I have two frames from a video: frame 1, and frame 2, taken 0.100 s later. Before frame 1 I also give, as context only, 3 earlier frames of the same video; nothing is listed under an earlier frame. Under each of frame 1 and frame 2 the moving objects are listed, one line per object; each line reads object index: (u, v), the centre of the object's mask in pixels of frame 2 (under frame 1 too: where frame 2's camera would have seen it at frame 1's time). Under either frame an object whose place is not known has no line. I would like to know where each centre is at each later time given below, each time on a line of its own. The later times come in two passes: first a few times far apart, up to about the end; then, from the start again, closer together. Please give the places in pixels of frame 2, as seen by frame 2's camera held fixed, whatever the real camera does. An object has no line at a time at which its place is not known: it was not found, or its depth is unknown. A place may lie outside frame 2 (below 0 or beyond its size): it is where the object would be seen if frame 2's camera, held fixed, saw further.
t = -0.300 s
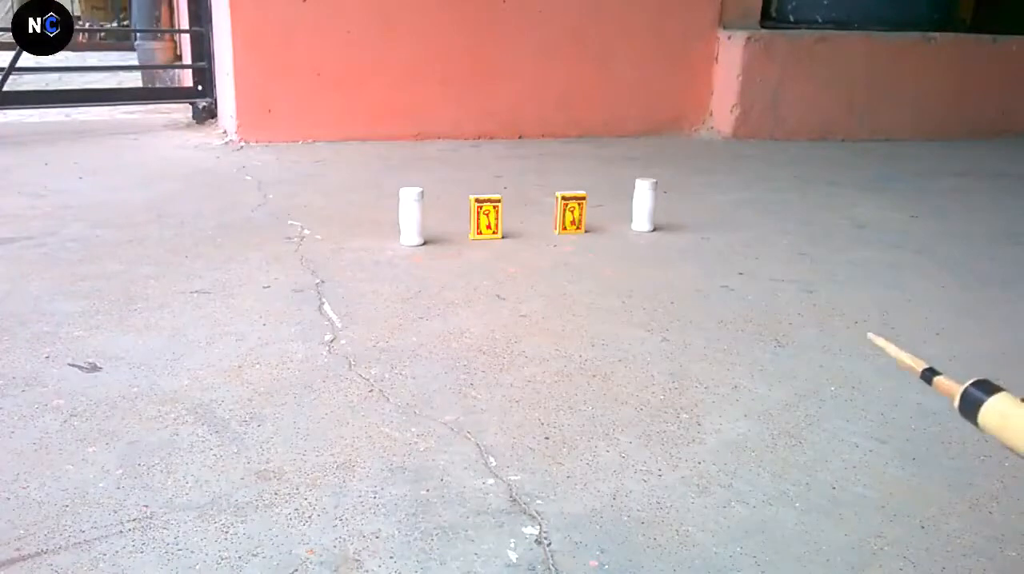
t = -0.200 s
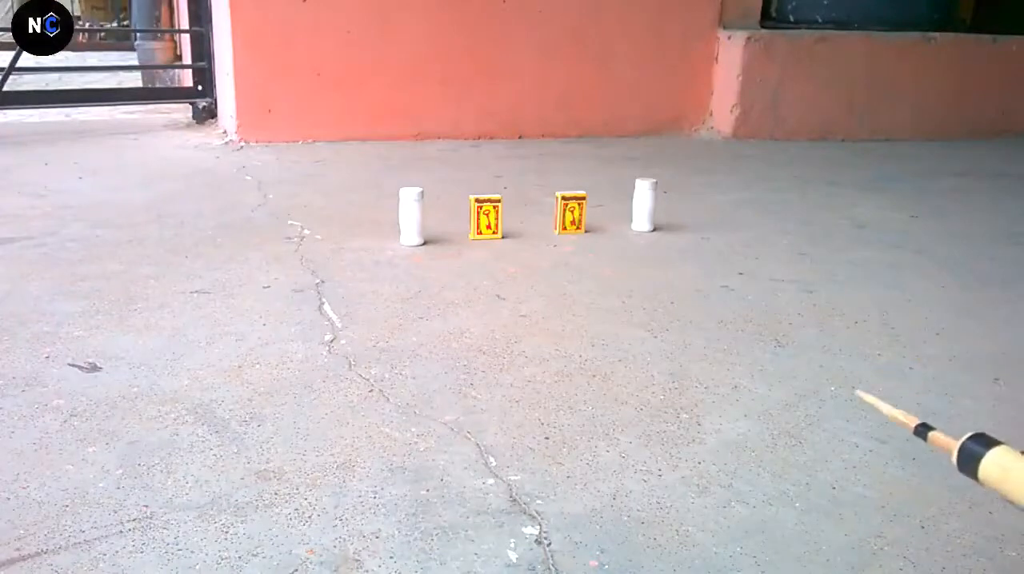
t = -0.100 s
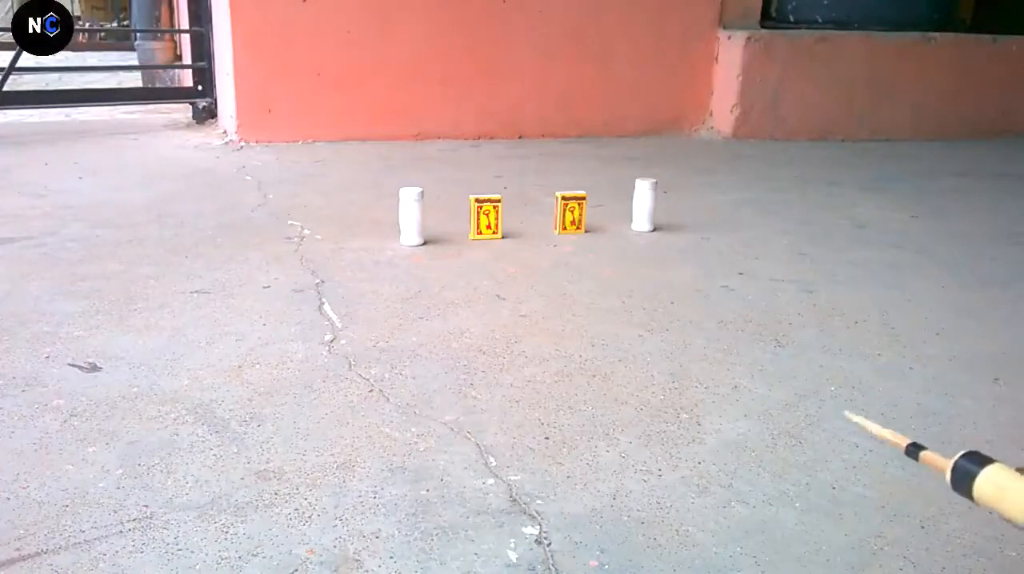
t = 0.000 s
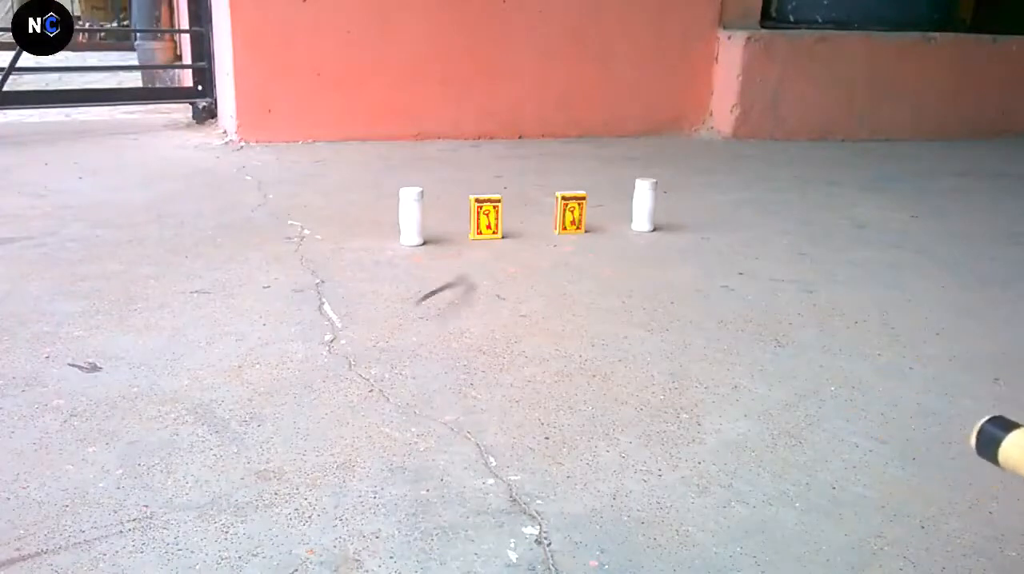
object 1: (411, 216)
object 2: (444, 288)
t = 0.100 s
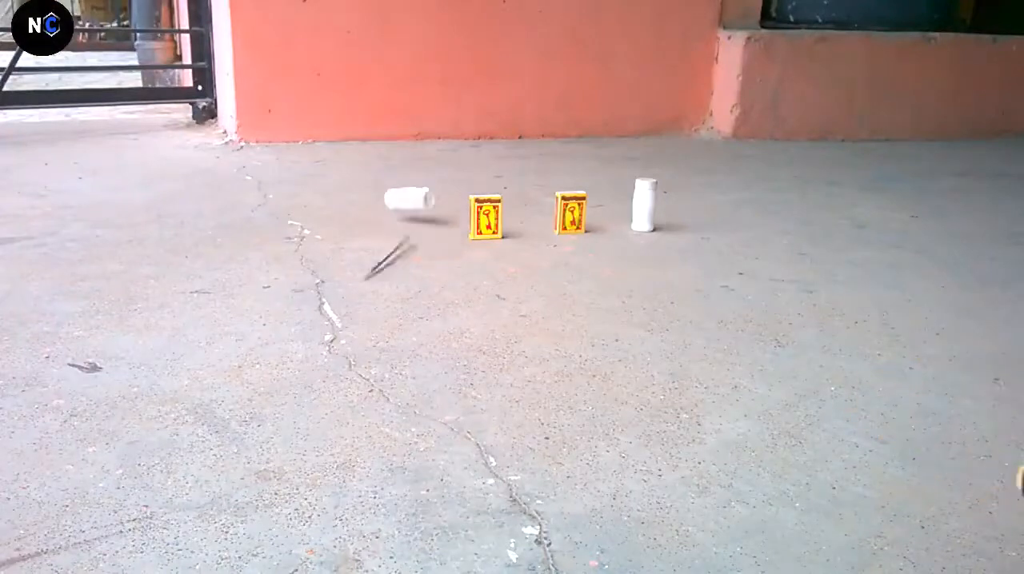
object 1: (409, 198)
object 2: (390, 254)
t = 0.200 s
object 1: (435, 190)
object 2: (359, 262)
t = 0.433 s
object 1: (437, 169)
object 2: (357, 262)
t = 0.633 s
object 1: (425, 153)
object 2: (357, 262)
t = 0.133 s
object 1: (419, 188)
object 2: (379, 244)
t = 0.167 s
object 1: (429, 197)
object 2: (368, 264)
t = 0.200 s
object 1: (435, 190)
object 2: (359, 262)
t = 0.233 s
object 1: (440, 188)
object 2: (357, 262)
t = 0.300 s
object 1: (438, 180)
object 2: (357, 262)
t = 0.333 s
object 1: (441, 178)
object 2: (357, 262)
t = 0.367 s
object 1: (440, 175)
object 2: (357, 262)
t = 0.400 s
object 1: (438, 172)
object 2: (357, 262)
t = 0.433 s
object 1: (437, 169)
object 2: (357, 262)
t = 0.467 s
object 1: (435, 166)
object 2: (357, 262)
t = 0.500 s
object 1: (433, 163)
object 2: (357, 262)
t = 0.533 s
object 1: (431, 160)
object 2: (357, 262)
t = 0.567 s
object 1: (429, 157)
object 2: (357, 262)
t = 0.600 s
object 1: (427, 156)
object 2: (357, 262)
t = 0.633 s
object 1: (425, 153)
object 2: (357, 262)
